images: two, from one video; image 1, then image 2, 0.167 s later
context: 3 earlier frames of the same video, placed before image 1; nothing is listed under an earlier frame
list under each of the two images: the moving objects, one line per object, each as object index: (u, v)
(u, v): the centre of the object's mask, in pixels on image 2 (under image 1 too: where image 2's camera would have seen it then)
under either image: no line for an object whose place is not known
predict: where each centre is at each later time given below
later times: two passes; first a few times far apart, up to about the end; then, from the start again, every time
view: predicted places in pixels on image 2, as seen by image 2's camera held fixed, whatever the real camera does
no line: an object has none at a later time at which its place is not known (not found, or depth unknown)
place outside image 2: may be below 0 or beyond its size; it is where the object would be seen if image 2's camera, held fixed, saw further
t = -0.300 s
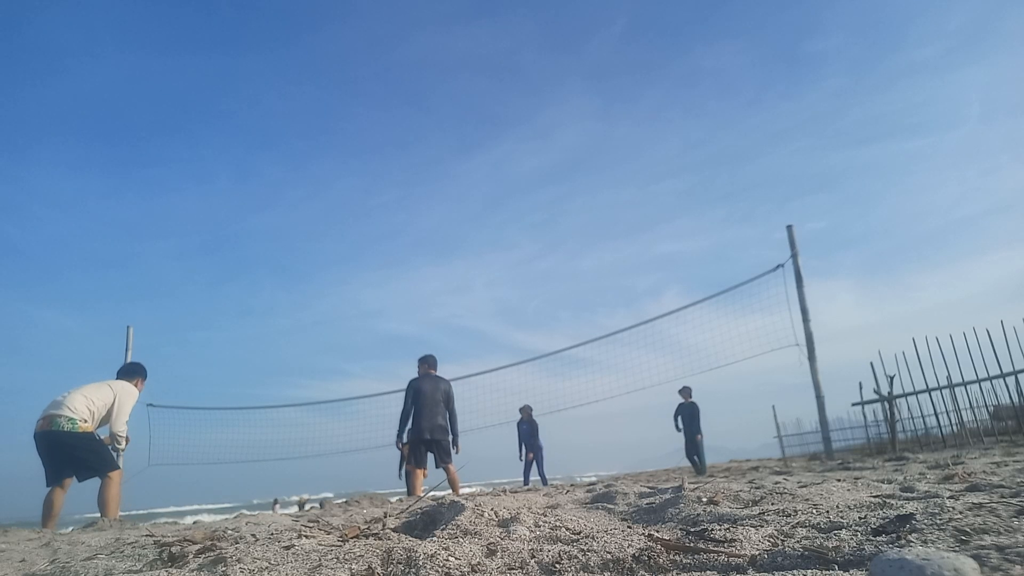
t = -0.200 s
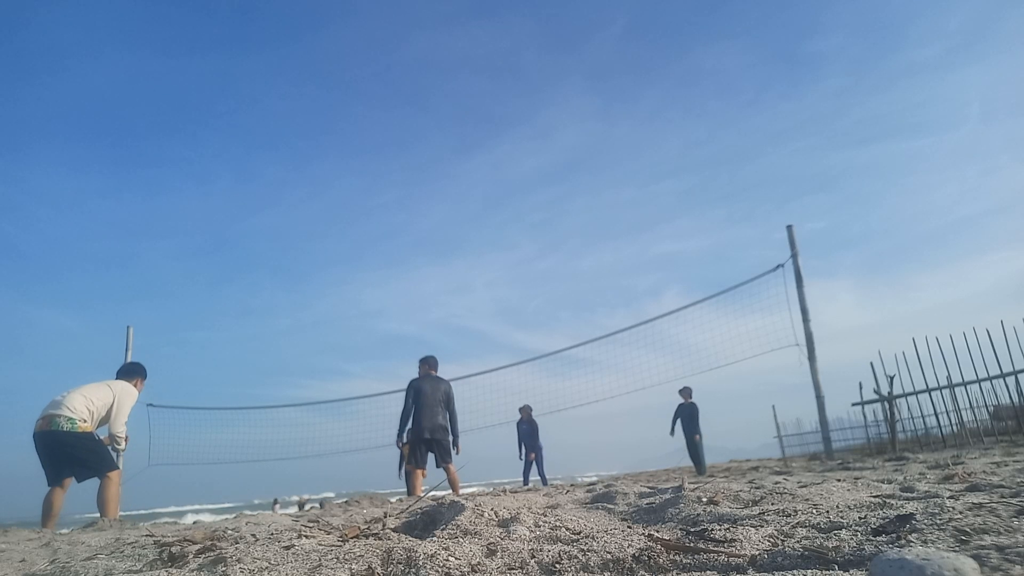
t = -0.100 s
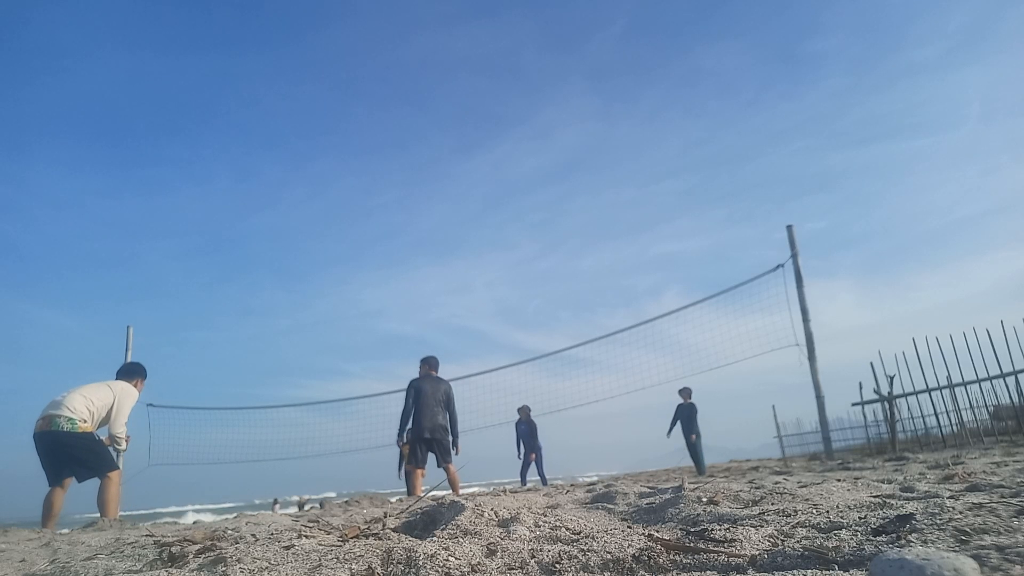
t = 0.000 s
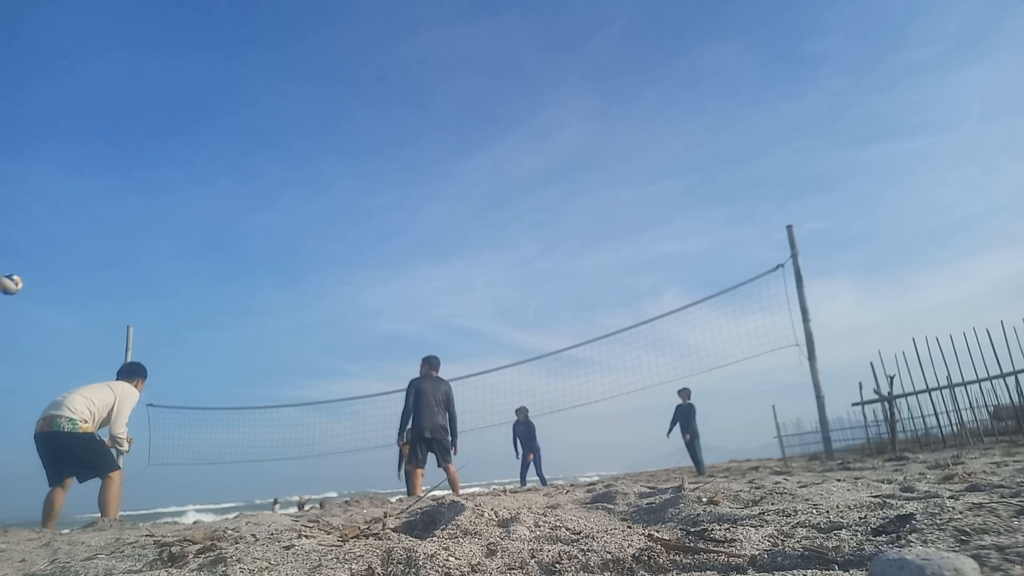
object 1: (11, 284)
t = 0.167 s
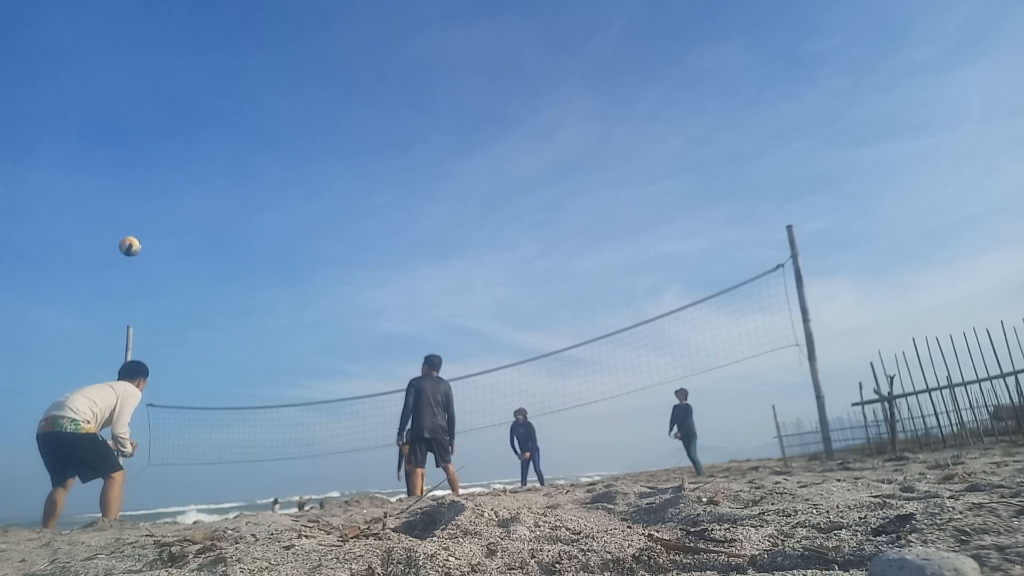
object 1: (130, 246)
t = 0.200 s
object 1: (151, 242)
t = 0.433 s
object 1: (278, 243)
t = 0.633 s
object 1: (366, 276)
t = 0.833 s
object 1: (440, 330)
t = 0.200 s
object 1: (151, 242)
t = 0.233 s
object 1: (171, 239)
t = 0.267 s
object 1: (191, 238)
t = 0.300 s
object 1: (209, 237)
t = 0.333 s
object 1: (228, 237)
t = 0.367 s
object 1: (245, 238)
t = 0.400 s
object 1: (262, 240)
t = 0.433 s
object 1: (278, 243)
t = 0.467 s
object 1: (294, 247)
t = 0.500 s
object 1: (309, 251)
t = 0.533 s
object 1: (324, 256)
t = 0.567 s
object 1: (339, 262)
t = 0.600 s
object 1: (352, 269)
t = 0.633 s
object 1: (366, 276)
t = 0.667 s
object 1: (379, 283)
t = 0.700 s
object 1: (392, 292)
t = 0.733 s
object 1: (405, 300)
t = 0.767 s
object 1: (417, 310)
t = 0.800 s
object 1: (429, 320)
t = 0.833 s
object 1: (440, 330)
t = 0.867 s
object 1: (452, 341)
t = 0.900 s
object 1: (463, 353)
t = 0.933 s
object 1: (474, 365)
